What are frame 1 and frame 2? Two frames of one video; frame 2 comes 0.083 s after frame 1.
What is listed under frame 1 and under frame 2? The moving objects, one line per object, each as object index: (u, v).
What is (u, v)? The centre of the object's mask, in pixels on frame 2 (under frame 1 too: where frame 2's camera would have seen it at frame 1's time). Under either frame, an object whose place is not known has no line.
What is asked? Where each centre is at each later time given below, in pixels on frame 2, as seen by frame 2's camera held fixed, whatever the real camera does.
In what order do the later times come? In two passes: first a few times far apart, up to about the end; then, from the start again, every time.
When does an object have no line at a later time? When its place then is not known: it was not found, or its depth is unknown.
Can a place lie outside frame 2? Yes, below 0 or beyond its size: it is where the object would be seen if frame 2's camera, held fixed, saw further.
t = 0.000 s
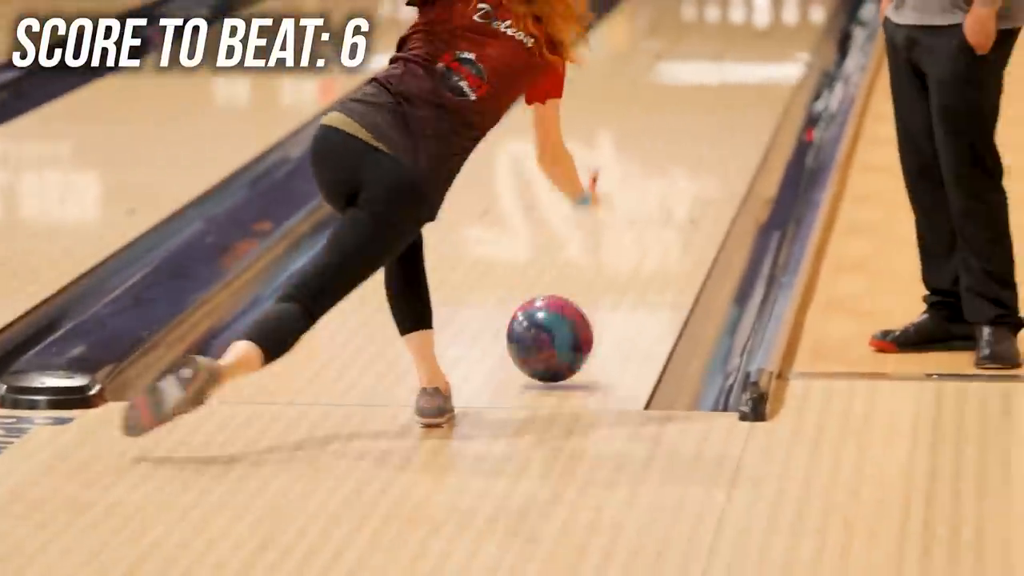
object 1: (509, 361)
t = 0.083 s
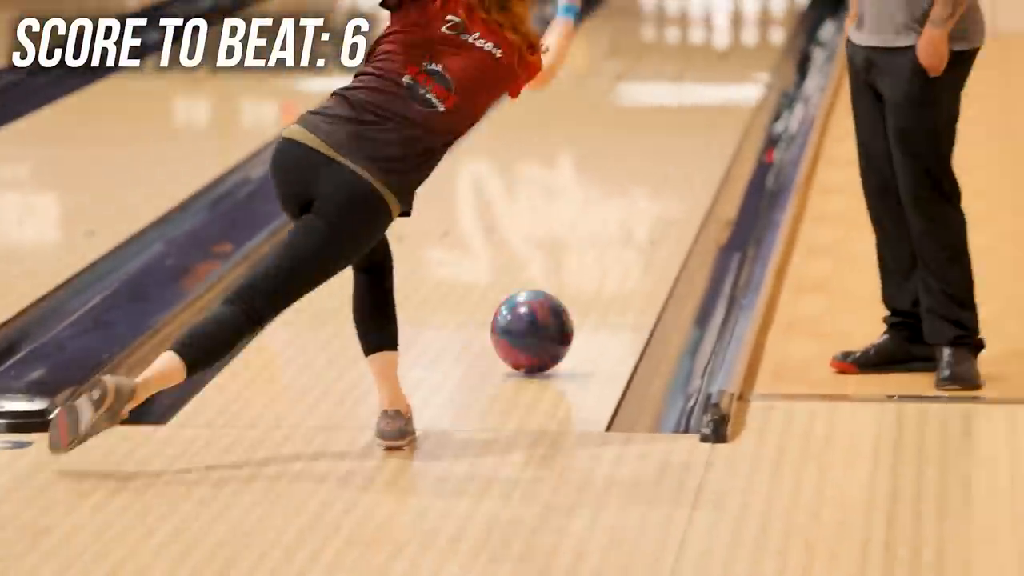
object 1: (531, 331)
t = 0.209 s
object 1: (561, 288)
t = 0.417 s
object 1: (598, 231)
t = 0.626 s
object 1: (630, 180)
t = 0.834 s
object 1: (654, 141)
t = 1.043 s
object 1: (676, 104)
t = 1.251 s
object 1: (693, 75)
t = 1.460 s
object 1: (709, 47)
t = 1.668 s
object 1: (720, 24)
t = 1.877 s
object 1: (729, 2)
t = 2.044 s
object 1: (733, -12)
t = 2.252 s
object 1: (733, -27)
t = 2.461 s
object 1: (728, -41)
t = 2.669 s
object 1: (718, -49)
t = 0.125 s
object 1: (544, 315)
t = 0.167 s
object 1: (550, 304)
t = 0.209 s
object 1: (561, 288)
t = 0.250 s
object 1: (567, 278)
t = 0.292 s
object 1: (577, 263)
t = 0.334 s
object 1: (583, 254)
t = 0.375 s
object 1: (592, 240)
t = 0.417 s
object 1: (598, 231)
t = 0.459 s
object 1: (606, 219)
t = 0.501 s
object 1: (610, 210)
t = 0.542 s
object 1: (618, 199)
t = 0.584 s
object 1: (623, 191)
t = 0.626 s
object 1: (630, 180)
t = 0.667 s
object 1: (634, 174)
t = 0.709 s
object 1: (640, 163)
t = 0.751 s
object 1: (644, 157)
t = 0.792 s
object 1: (650, 147)
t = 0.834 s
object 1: (654, 141)
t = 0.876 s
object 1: (659, 132)
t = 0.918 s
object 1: (663, 126)
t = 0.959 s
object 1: (668, 117)
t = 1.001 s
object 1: (671, 112)
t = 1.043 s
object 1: (676, 104)
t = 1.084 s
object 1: (679, 99)
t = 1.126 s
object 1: (683, 92)
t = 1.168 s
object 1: (686, 86)
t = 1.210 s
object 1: (691, 79)
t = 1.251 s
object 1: (693, 75)
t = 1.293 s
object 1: (697, 68)
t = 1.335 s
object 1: (699, 64)
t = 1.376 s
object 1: (703, 57)
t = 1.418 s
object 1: (705, 53)
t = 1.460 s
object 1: (709, 47)
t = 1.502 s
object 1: (711, 43)
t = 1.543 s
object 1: (714, 37)
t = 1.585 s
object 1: (716, 33)
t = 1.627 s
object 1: (718, 28)
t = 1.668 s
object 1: (720, 24)
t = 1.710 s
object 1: (722, 19)
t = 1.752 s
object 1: (724, 15)
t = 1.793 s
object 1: (726, 10)
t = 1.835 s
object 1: (727, 7)
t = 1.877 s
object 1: (729, 2)
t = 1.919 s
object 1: (730, 0)
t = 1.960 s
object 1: (732, -5)
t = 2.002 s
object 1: (732, -8)
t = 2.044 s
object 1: (733, -12)
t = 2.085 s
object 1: (733, -15)
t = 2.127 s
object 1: (733, -19)
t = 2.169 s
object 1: (734, -21)
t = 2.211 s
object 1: (733, -25)
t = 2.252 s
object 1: (733, -27)
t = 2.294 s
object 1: (732, -31)
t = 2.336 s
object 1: (732, -33)
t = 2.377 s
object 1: (731, -36)
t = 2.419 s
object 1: (730, -38)
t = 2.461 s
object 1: (728, -41)
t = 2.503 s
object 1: (728, -43)
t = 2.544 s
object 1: (727, -45)
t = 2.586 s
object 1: (725, -46)
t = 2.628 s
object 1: (721, -47)
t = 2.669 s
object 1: (718, -49)
